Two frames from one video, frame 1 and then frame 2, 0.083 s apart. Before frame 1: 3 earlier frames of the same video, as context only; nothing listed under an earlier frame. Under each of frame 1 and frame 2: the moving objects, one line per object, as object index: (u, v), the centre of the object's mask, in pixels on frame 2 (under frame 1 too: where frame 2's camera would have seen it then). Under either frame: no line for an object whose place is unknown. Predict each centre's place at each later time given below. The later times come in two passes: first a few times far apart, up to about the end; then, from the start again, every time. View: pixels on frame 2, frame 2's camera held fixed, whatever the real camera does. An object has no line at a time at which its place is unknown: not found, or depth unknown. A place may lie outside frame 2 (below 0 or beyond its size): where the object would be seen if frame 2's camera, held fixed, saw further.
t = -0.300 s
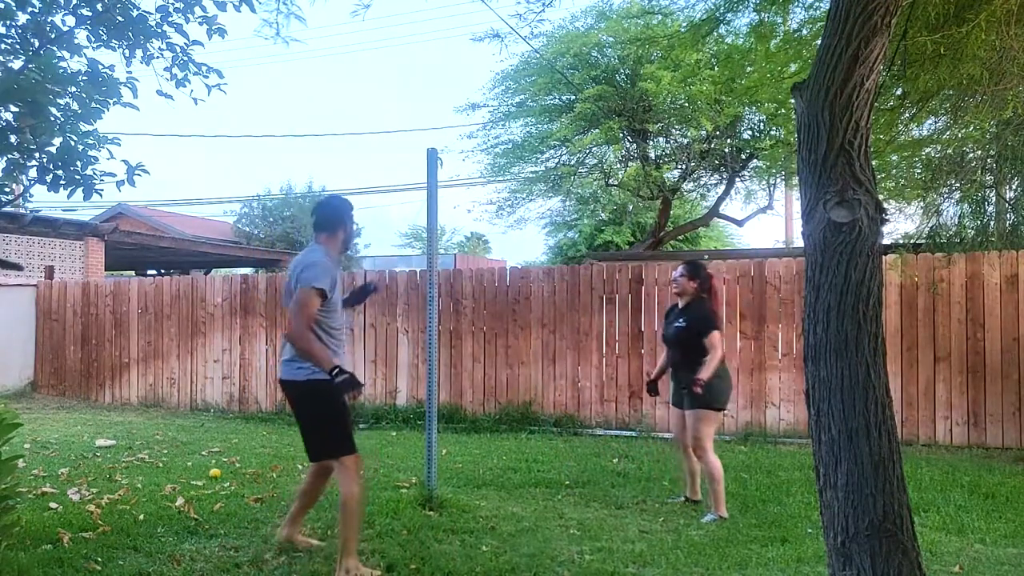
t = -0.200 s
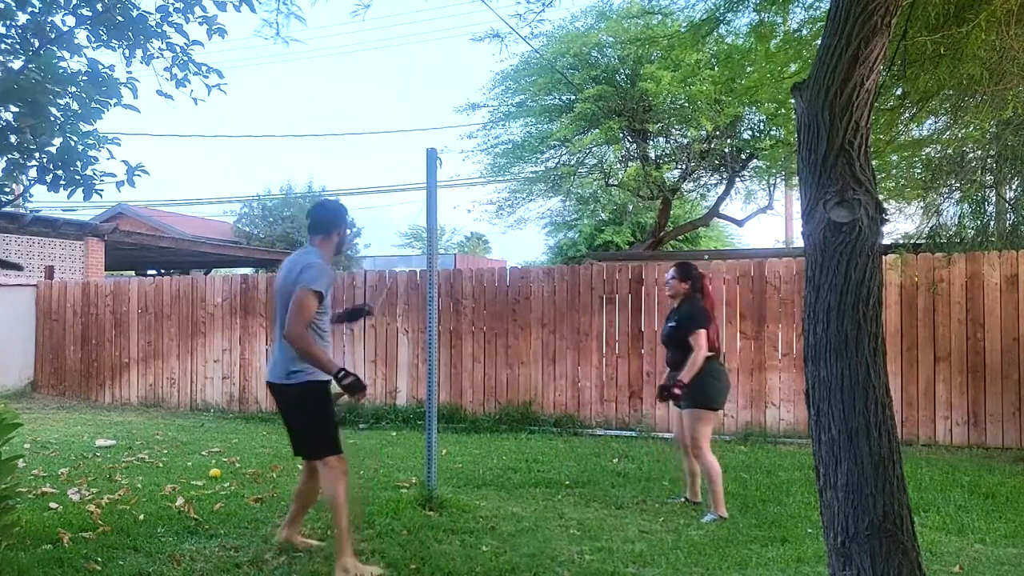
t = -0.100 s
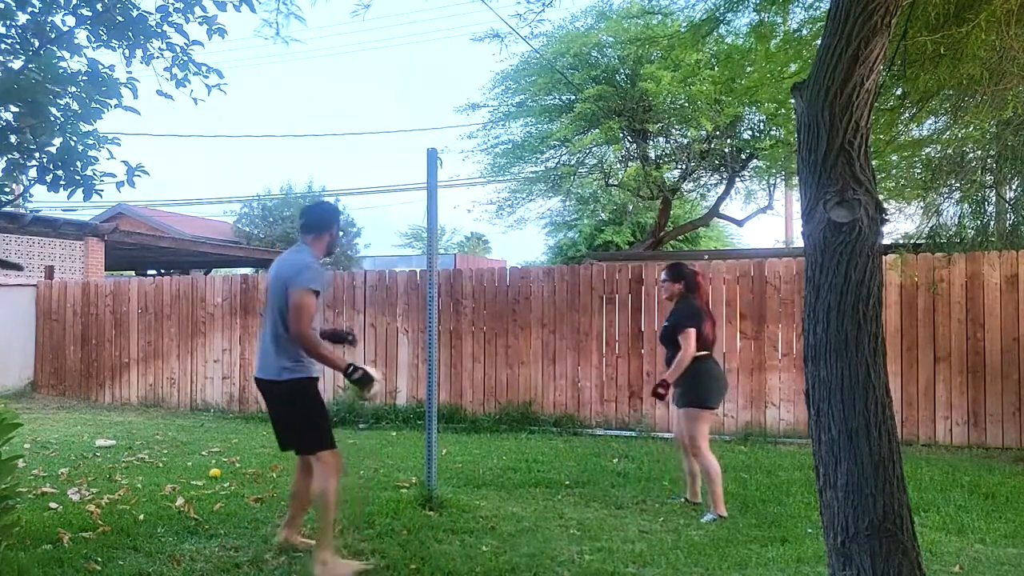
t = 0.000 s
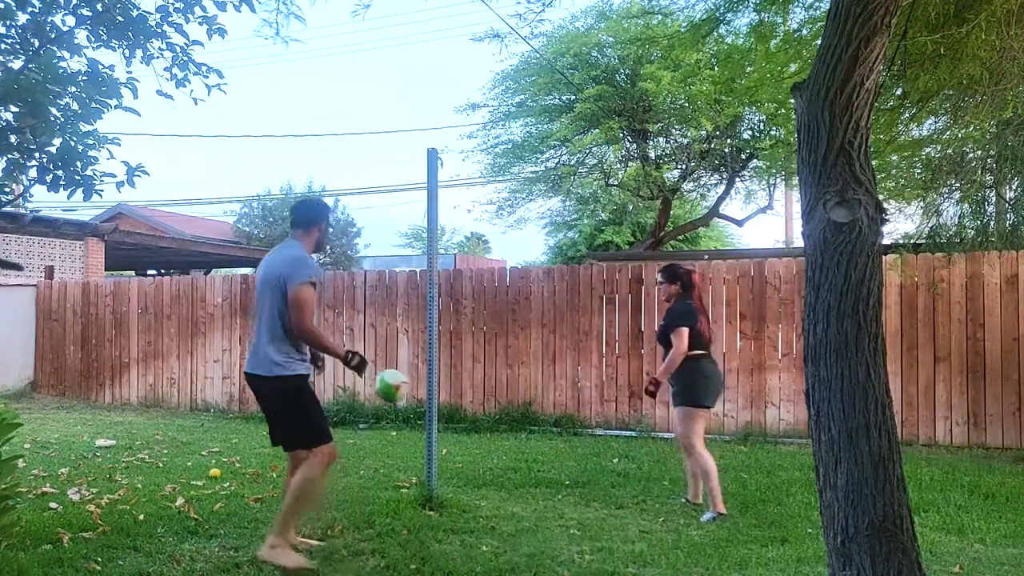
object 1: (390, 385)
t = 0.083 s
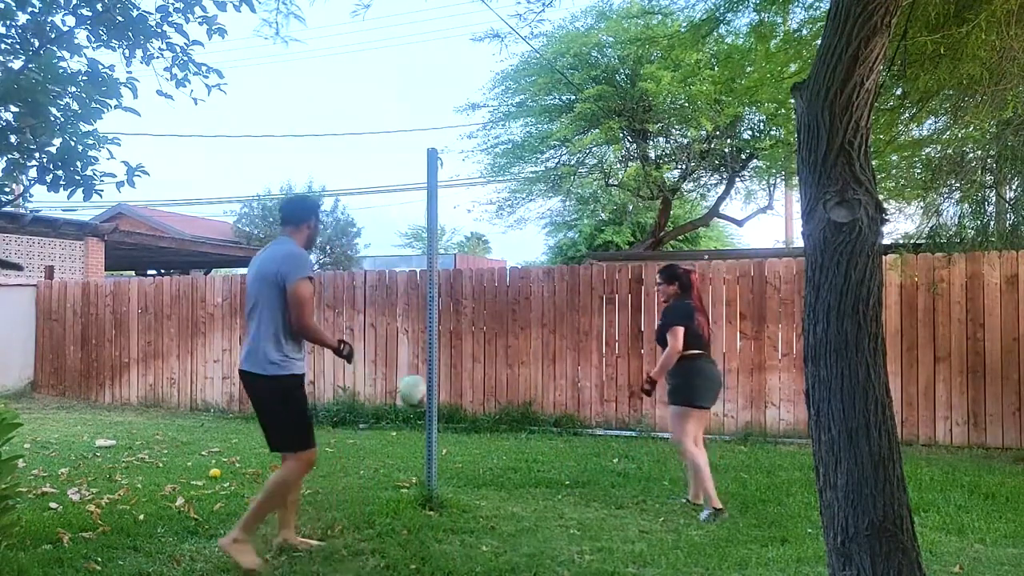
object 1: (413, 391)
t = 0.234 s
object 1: (454, 360)
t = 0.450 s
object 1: (506, 343)
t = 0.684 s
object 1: (521, 347)
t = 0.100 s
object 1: (416, 391)
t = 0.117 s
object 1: (418, 389)
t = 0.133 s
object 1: (420, 385)
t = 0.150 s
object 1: (422, 384)
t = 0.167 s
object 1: (443, 375)
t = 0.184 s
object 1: (445, 372)
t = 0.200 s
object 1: (448, 368)
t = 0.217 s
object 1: (450, 364)
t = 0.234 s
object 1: (454, 360)
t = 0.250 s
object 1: (458, 357)
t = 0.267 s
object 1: (462, 355)
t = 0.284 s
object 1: (466, 352)
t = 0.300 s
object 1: (470, 350)
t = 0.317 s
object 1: (474, 348)
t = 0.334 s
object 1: (478, 346)
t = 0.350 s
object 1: (482, 345)
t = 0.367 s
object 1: (485, 343)
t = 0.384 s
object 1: (489, 343)
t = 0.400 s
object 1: (493, 342)
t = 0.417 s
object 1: (496, 342)
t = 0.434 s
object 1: (503, 342)
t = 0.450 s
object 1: (506, 343)
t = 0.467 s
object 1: (509, 343)
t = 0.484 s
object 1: (513, 345)
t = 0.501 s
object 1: (514, 346)
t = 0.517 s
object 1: (517, 347)
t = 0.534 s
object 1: (518, 347)
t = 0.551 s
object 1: (519, 347)
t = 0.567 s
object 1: (520, 348)
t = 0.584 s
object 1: (520, 347)
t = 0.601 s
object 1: (520, 347)
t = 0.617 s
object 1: (521, 347)
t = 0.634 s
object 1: (521, 347)
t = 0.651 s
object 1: (521, 347)
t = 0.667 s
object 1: (521, 347)
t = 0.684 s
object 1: (521, 347)
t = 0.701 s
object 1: (520, 348)
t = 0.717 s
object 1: (520, 350)
